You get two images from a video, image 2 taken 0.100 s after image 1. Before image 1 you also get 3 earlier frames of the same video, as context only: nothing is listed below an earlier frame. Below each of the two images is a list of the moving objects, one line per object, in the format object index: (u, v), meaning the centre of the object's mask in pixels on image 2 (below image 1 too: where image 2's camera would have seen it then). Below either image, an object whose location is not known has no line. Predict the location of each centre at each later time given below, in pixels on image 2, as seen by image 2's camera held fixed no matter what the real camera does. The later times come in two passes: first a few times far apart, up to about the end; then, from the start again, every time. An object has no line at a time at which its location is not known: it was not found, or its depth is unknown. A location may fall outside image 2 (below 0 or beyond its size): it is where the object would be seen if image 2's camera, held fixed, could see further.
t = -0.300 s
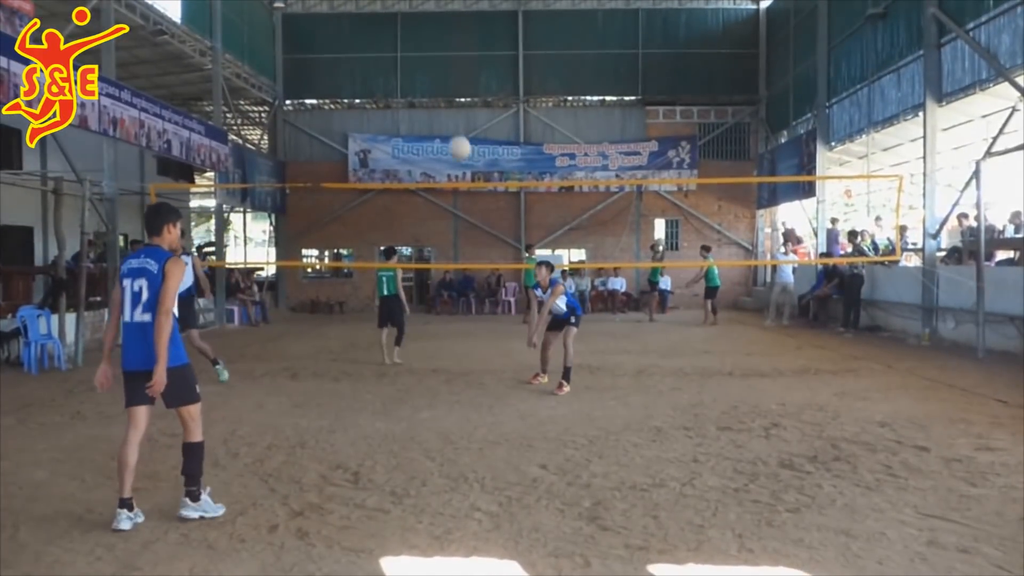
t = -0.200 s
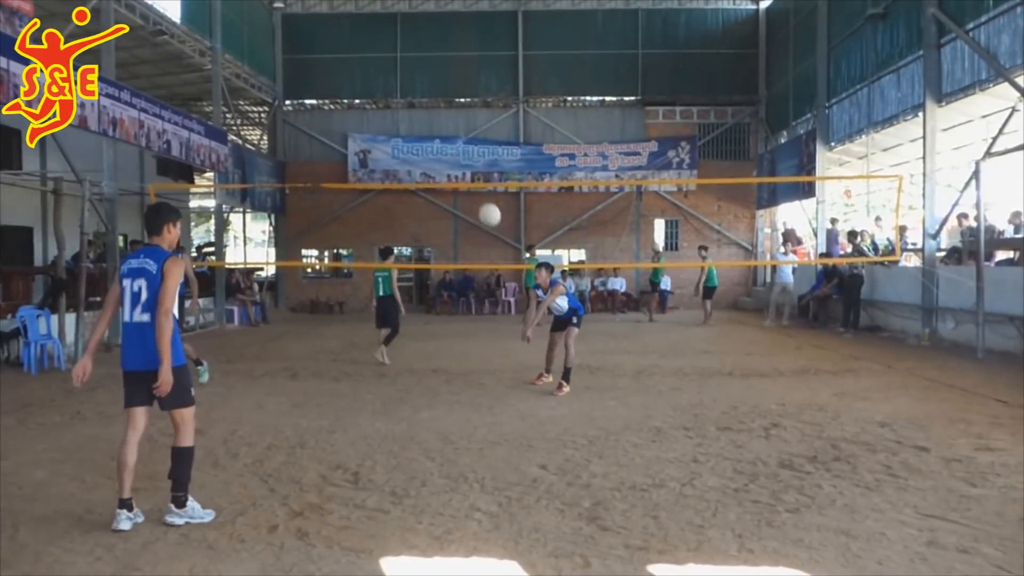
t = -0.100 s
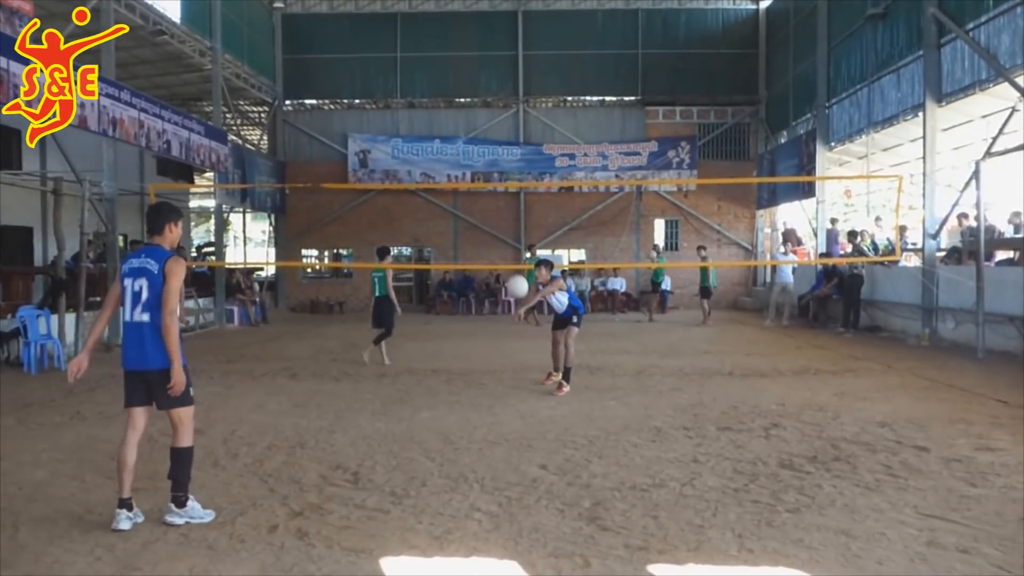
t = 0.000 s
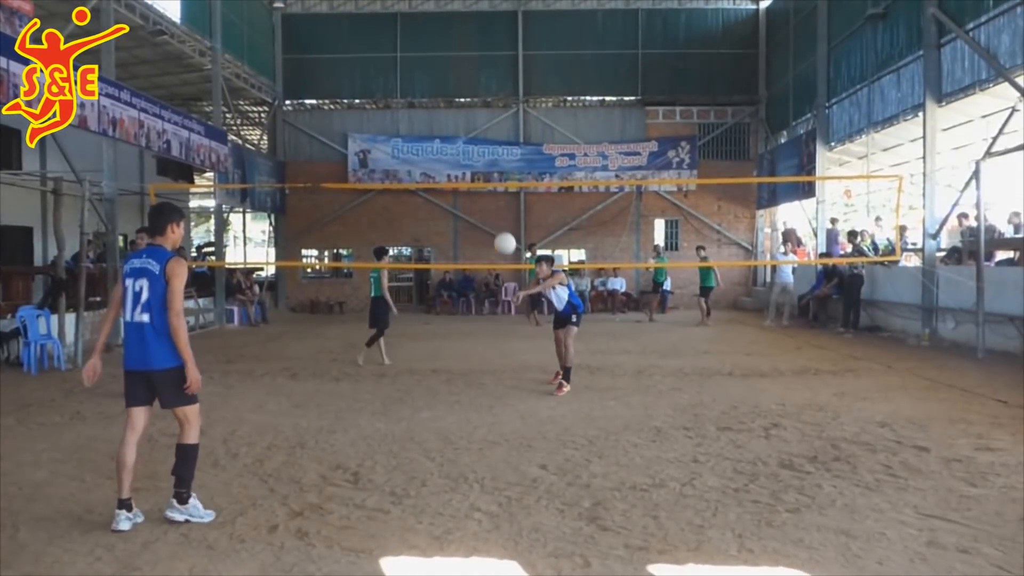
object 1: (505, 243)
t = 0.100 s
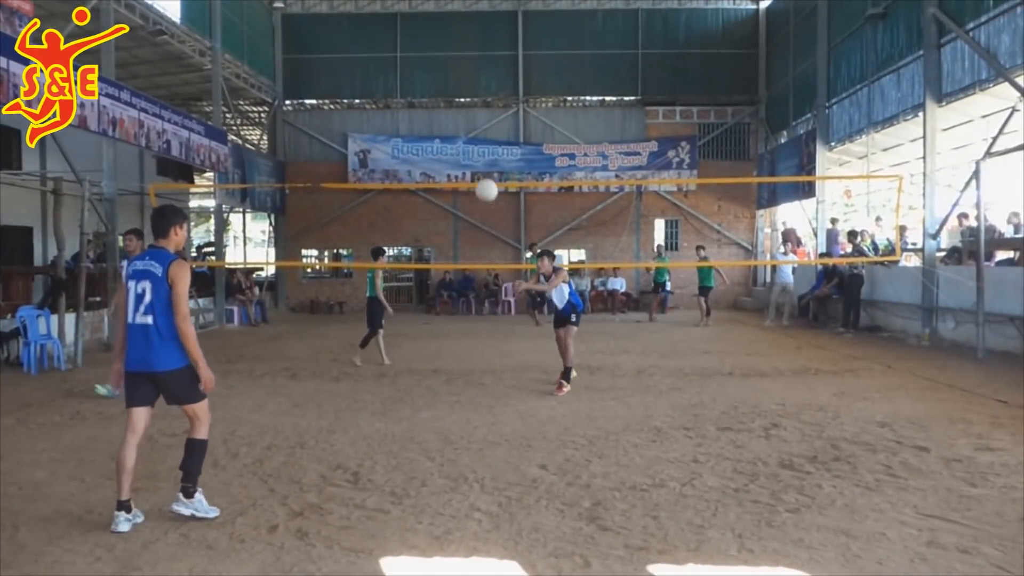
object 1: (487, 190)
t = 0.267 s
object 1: (454, 115)
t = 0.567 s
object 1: (387, 42)
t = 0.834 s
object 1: (317, 64)
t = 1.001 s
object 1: (267, 133)
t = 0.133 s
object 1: (480, 173)
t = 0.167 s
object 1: (474, 158)
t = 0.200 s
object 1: (467, 143)
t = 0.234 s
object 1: (460, 129)
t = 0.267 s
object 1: (454, 115)
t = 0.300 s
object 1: (447, 103)
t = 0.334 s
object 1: (440, 92)
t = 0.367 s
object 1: (433, 82)
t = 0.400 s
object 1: (425, 72)
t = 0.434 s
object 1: (418, 64)
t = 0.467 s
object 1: (411, 56)
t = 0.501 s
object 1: (403, 50)
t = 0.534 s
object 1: (395, 45)
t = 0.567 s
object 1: (387, 42)
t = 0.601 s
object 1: (379, 40)
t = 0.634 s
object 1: (371, 39)
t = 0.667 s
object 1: (362, 39)
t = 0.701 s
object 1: (353, 41)
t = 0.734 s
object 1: (344, 44)
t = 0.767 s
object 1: (335, 49)
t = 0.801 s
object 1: (326, 56)
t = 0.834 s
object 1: (317, 64)
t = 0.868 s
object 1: (307, 74)
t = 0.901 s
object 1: (298, 85)
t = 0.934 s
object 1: (288, 100)
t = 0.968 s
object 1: (278, 116)
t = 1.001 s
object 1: (267, 133)
